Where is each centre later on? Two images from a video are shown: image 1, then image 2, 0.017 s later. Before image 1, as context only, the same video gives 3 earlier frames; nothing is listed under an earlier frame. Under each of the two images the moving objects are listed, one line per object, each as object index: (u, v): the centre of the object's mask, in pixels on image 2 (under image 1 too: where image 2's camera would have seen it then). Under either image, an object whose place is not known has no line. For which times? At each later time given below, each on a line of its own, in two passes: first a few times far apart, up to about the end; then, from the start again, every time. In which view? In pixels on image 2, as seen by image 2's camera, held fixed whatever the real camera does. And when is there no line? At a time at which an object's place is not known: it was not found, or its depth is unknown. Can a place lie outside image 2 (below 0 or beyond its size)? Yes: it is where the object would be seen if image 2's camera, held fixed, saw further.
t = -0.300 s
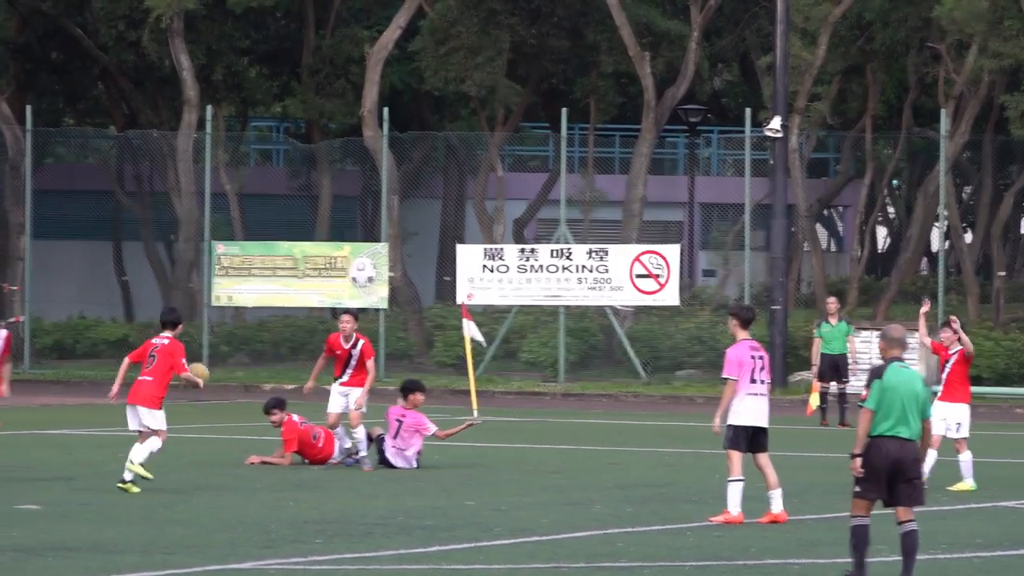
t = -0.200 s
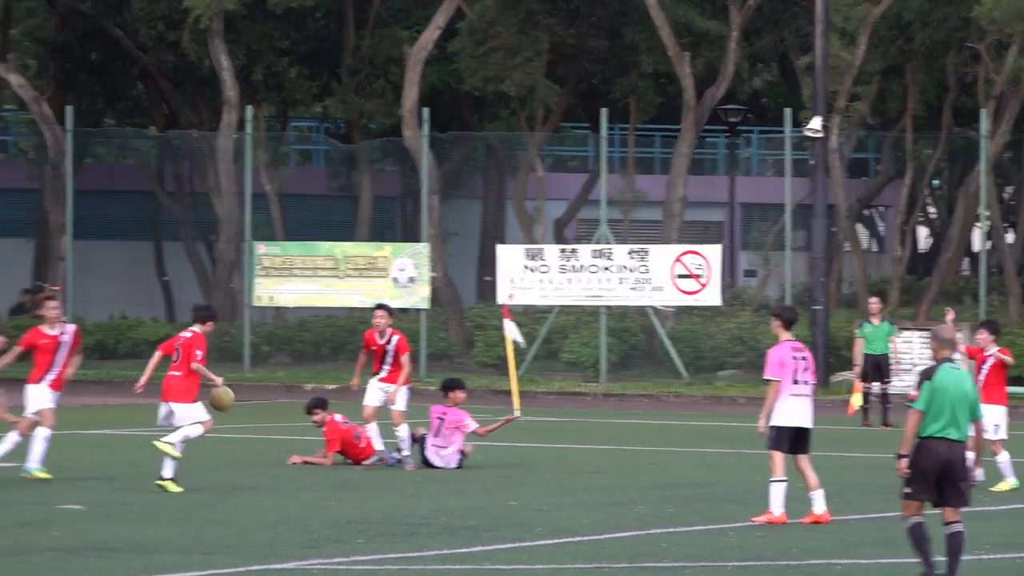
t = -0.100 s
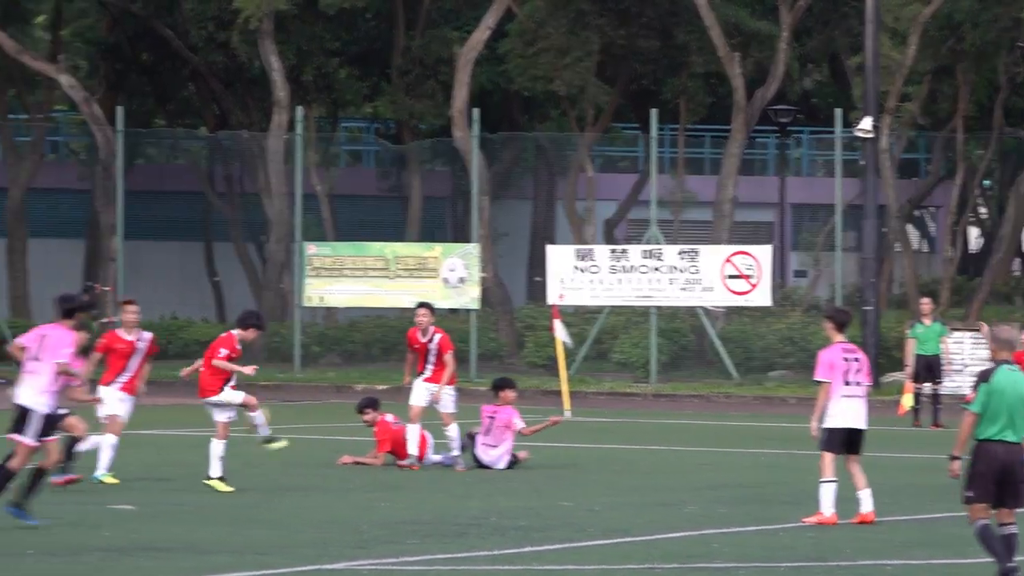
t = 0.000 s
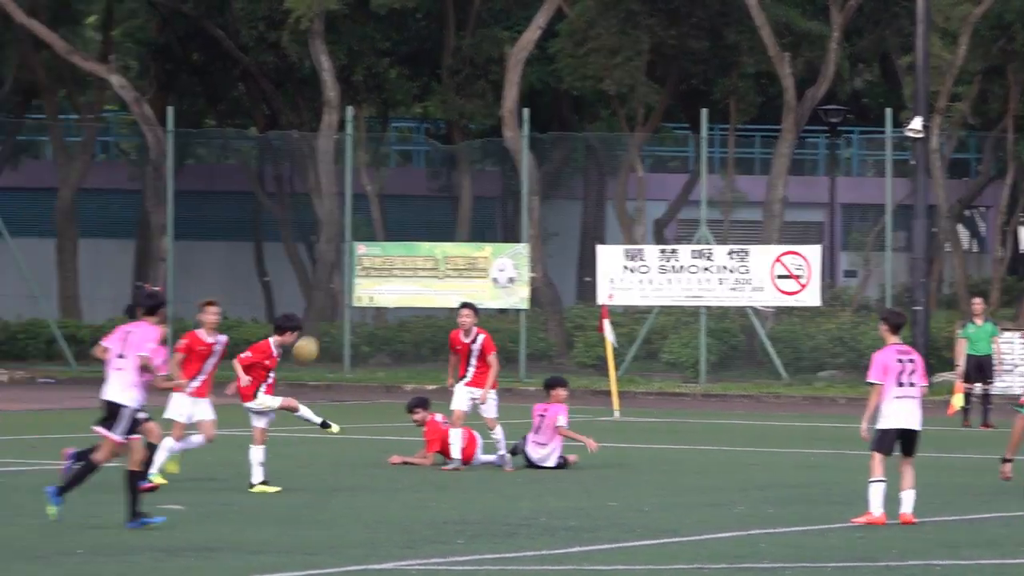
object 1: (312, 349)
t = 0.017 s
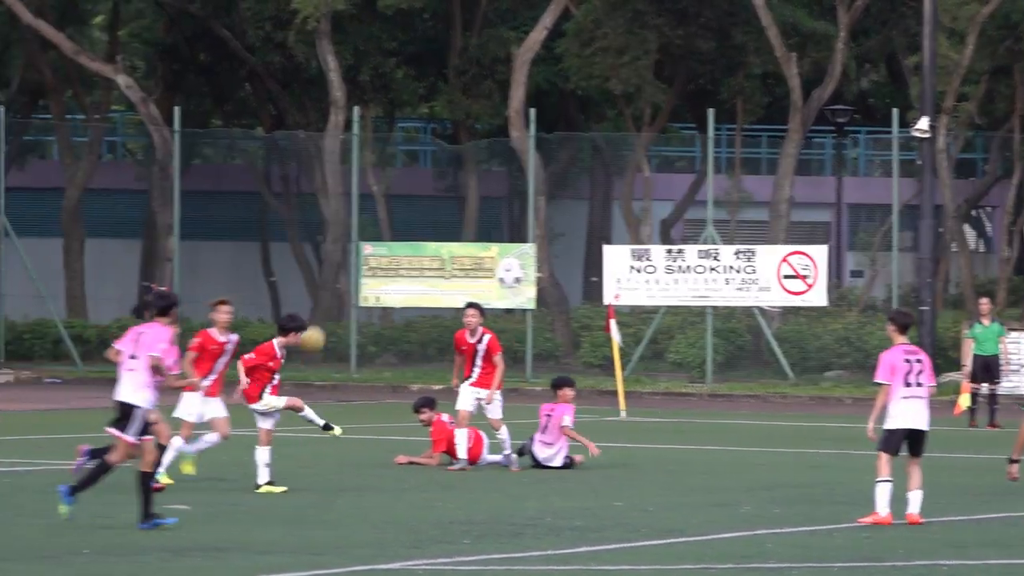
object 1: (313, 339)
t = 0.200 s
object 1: (308, 249)
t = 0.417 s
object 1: (303, 188)
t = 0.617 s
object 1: (298, 178)
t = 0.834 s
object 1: (293, 218)
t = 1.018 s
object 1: (288, 290)
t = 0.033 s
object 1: (313, 329)
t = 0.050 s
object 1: (312, 319)
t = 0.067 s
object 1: (311, 310)
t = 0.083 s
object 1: (311, 301)
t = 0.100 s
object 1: (311, 293)
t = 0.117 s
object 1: (310, 284)
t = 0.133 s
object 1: (309, 277)
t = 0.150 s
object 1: (309, 269)
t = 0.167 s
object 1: (309, 262)
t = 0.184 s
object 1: (309, 255)
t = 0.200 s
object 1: (308, 249)
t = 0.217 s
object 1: (308, 242)
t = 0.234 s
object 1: (307, 236)
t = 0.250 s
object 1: (307, 230)
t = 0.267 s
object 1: (307, 224)
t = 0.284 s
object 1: (306, 219)
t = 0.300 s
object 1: (306, 214)
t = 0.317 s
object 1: (306, 210)
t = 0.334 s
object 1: (305, 205)
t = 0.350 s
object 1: (305, 201)
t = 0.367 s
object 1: (305, 198)
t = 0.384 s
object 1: (304, 194)
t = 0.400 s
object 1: (304, 191)
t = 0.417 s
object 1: (303, 188)
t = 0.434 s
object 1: (303, 185)
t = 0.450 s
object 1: (302, 183)
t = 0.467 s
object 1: (302, 182)
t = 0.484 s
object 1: (302, 180)
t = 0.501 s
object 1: (302, 179)
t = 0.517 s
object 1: (301, 178)
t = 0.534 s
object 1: (300, 177)
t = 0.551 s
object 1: (300, 177)
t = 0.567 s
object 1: (300, 176)
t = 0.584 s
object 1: (299, 176)
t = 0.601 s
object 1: (298, 177)
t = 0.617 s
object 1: (298, 178)
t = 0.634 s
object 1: (298, 179)
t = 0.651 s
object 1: (297, 181)
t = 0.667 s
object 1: (297, 183)
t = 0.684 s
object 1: (297, 185)
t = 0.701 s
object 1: (296, 187)
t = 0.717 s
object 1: (296, 190)
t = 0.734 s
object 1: (295, 193)
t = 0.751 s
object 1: (295, 196)
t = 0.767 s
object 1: (294, 200)
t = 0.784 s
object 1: (294, 204)
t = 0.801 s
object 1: (293, 208)
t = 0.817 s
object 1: (293, 213)
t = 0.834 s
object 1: (293, 218)
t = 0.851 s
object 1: (292, 223)
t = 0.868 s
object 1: (292, 228)
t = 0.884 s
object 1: (291, 233)
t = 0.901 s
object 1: (291, 240)
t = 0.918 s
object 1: (291, 246)
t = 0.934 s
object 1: (291, 253)
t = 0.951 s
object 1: (290, 260)
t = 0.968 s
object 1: (290, 267)
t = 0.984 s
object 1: (289, 274)
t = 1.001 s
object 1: (289, 282)
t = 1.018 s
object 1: (288, 290)
